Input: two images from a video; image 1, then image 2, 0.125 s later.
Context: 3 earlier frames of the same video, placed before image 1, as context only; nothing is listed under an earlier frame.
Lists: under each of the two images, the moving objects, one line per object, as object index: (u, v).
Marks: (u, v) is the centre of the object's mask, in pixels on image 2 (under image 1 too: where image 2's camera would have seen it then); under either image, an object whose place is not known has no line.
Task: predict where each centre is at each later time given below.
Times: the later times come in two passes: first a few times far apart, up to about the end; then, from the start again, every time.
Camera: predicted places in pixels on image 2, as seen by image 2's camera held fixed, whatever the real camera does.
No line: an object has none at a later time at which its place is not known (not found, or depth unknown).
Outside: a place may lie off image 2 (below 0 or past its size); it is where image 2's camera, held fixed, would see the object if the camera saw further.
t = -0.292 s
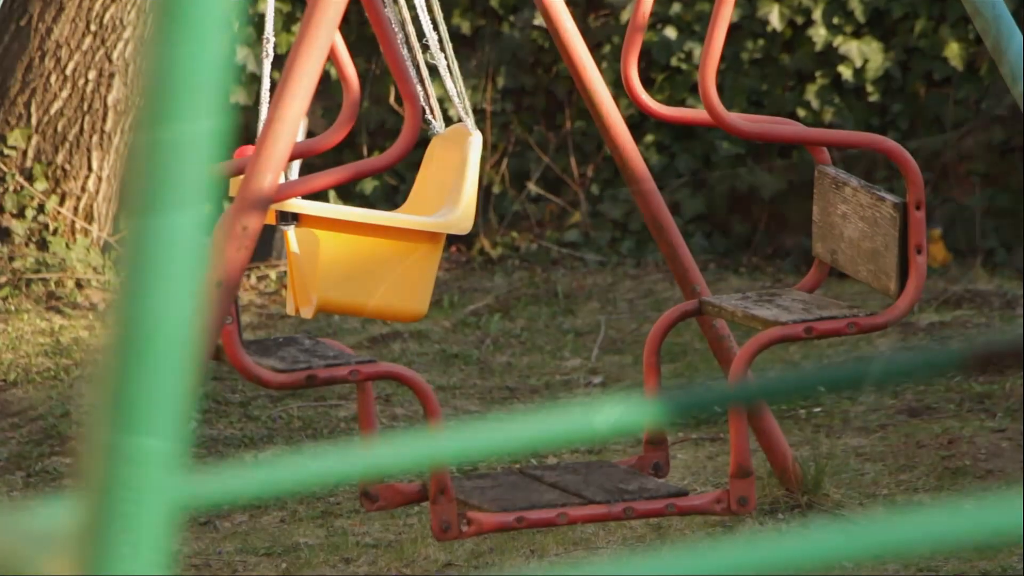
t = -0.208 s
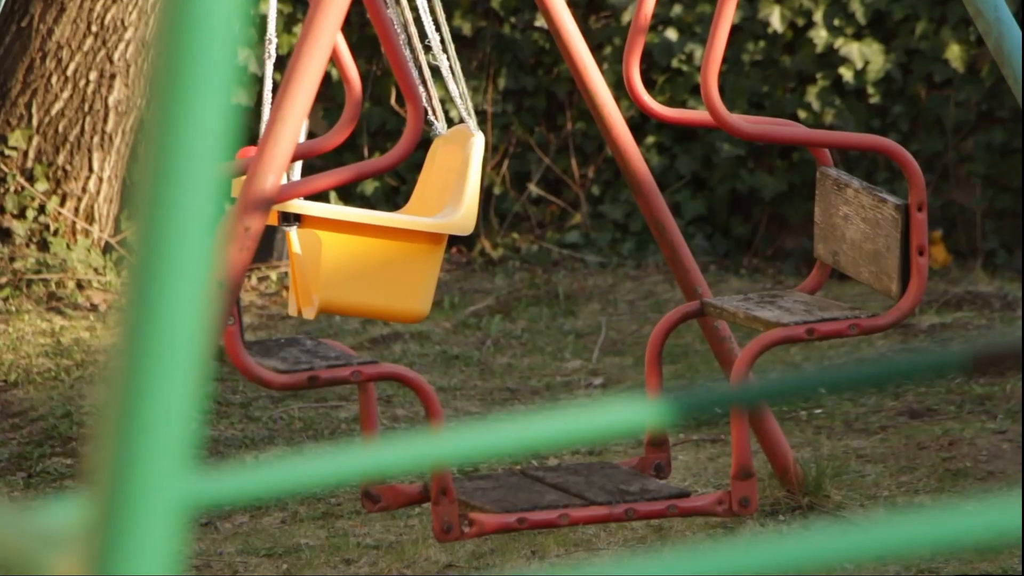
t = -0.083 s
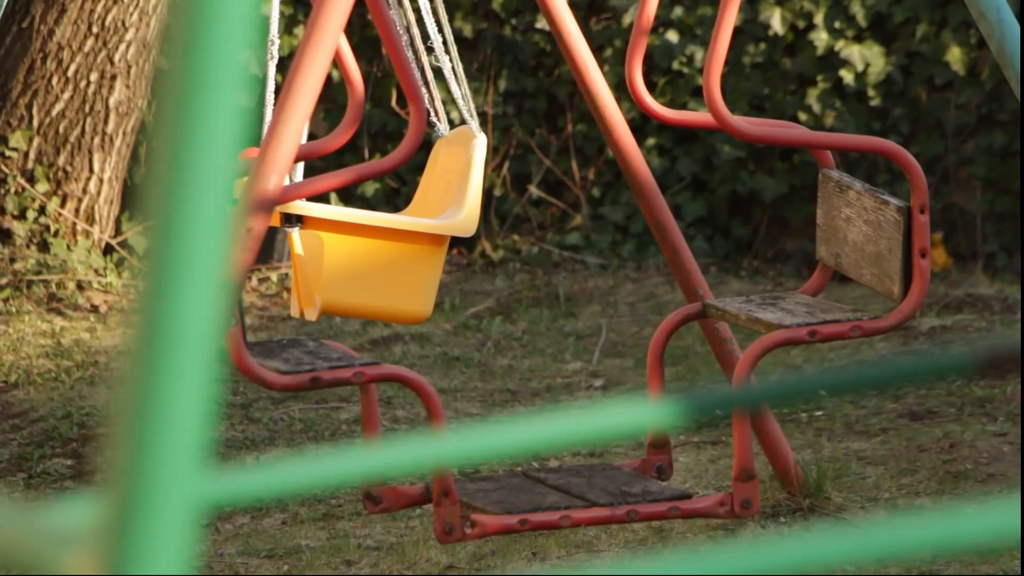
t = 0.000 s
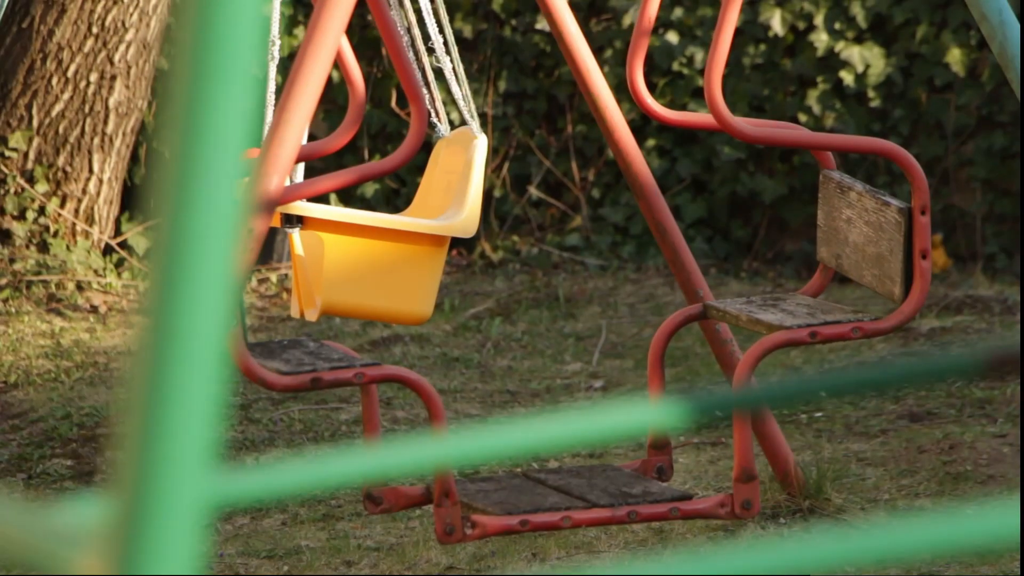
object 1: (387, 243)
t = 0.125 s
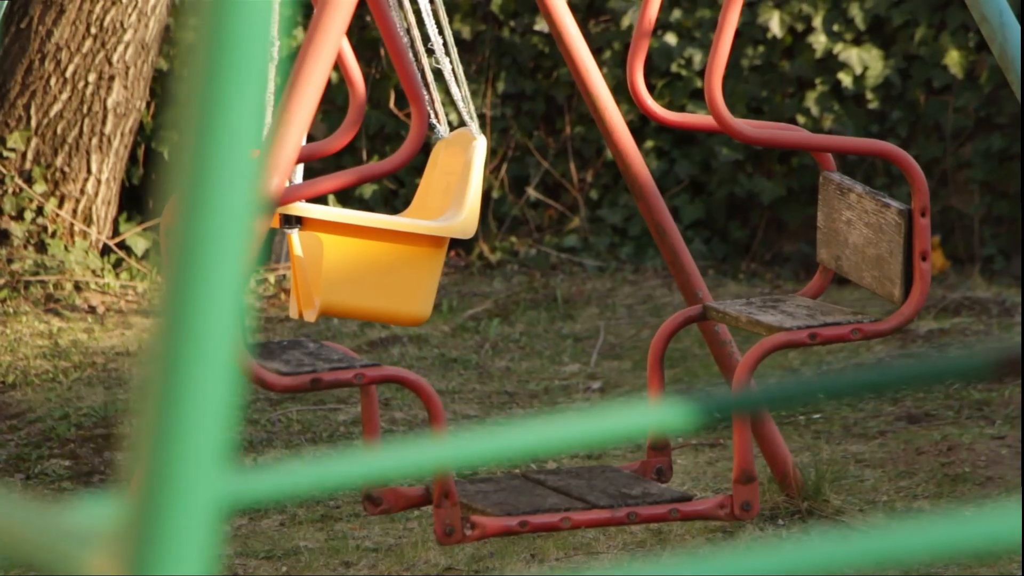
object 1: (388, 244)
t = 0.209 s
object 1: (387, 244)
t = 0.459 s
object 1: (387, 244)
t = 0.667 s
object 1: (400, 240)
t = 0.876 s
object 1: (414, 236)
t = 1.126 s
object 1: (433, 224)
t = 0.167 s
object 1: (388, 244)
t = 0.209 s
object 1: (387, 244)
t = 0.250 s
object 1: (387, 244)
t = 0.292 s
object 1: (387, 244)
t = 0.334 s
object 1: (387, 244)
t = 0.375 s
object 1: (386, 244)
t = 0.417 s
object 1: (386, 244)
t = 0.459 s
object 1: (387, 244)
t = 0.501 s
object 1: (388, 244)
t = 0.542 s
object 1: (390, 243)
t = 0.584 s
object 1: (394, 242)
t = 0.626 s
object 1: (396, 242)
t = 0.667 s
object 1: (400, 240)
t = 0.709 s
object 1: (402, 240)
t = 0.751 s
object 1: (405, 239)
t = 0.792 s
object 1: (408, 238)
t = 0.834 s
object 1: (411, 237)
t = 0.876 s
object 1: (414, 236)
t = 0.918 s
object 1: (417, 234)
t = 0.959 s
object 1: (420, 233)
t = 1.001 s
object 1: (423, 231)
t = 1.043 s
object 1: (426, 229)
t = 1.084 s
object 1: (430, 227)
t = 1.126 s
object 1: (433, 224)
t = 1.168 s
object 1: (435, 222)
